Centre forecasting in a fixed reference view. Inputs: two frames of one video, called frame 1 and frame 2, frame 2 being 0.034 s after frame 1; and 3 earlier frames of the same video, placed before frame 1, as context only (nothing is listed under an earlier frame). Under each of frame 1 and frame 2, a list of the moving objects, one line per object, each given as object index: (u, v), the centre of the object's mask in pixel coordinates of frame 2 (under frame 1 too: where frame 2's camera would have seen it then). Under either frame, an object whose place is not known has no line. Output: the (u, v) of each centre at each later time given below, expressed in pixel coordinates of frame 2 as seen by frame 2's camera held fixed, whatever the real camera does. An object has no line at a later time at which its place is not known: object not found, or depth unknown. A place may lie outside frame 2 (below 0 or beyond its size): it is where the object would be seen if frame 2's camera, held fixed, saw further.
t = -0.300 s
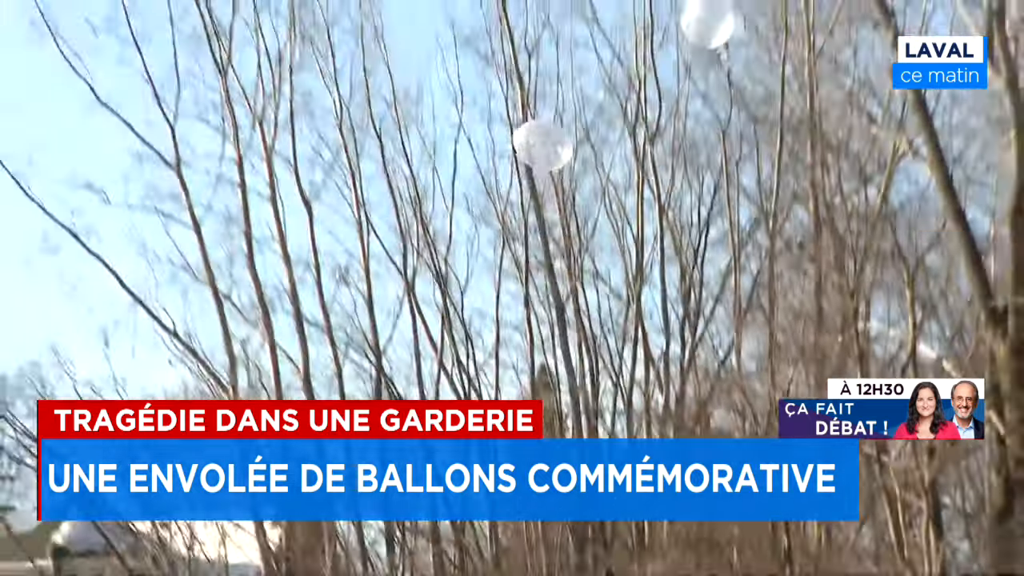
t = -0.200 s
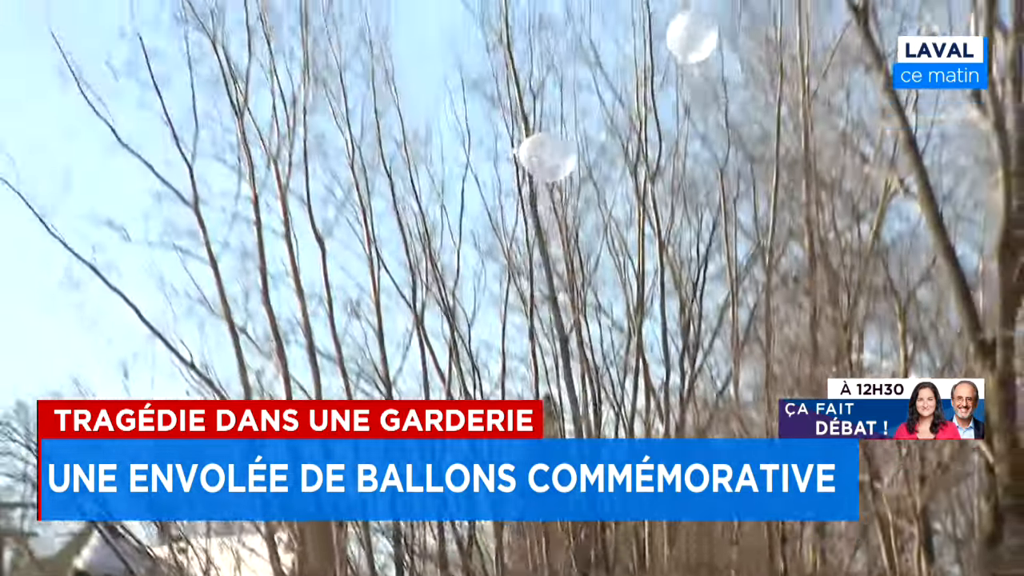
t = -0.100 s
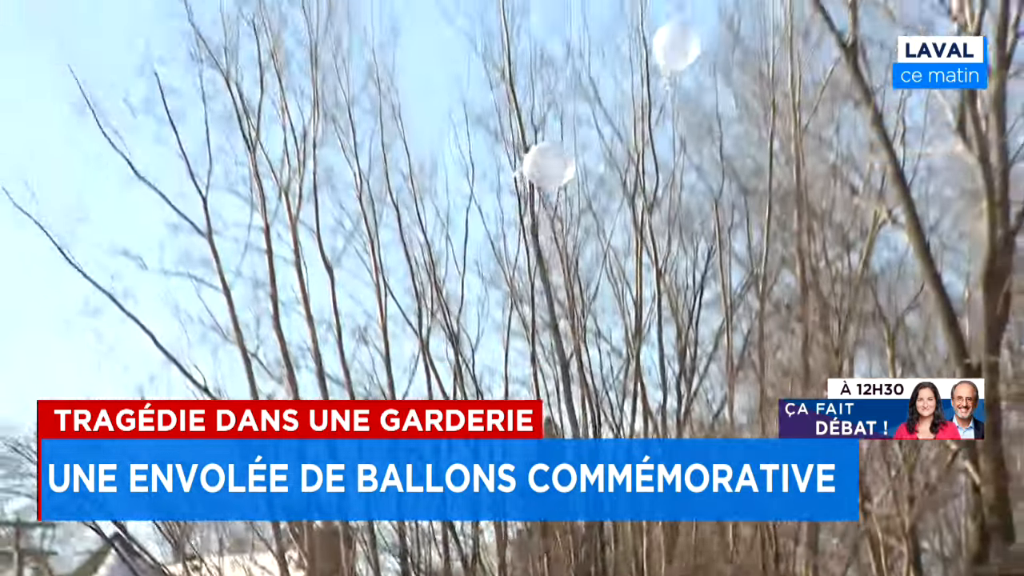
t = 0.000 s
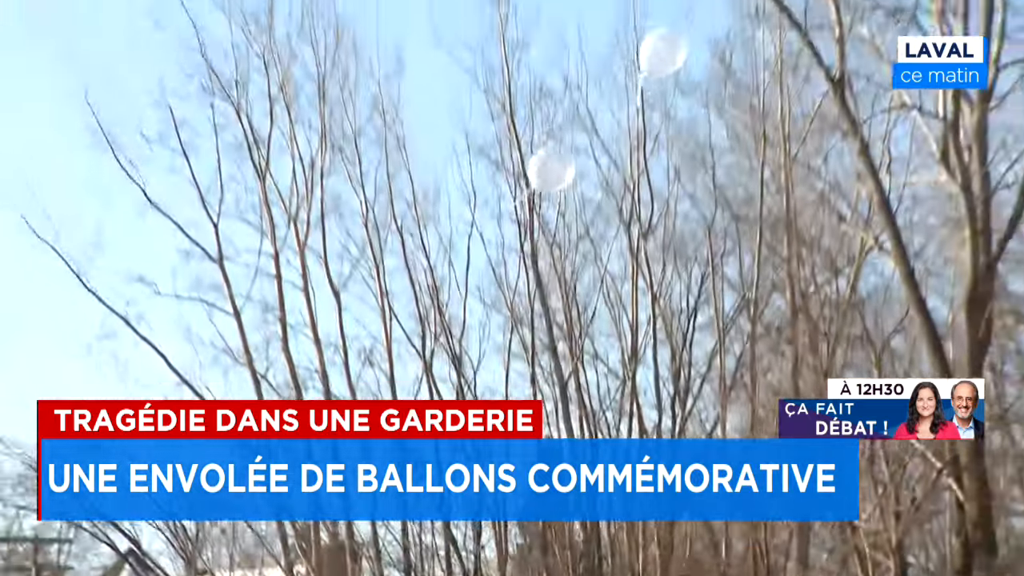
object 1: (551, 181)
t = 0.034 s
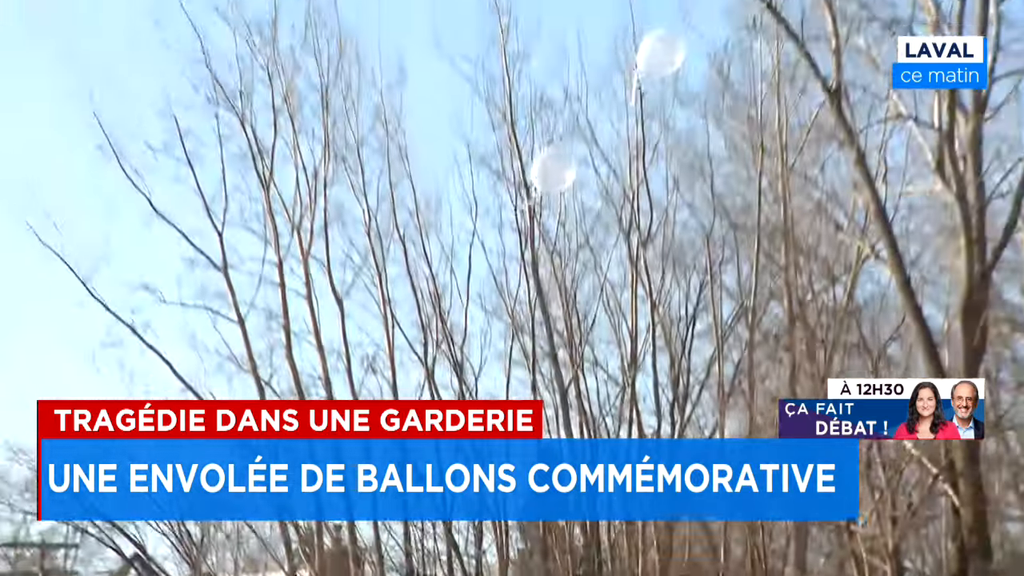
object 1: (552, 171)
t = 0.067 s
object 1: (554, 163)
